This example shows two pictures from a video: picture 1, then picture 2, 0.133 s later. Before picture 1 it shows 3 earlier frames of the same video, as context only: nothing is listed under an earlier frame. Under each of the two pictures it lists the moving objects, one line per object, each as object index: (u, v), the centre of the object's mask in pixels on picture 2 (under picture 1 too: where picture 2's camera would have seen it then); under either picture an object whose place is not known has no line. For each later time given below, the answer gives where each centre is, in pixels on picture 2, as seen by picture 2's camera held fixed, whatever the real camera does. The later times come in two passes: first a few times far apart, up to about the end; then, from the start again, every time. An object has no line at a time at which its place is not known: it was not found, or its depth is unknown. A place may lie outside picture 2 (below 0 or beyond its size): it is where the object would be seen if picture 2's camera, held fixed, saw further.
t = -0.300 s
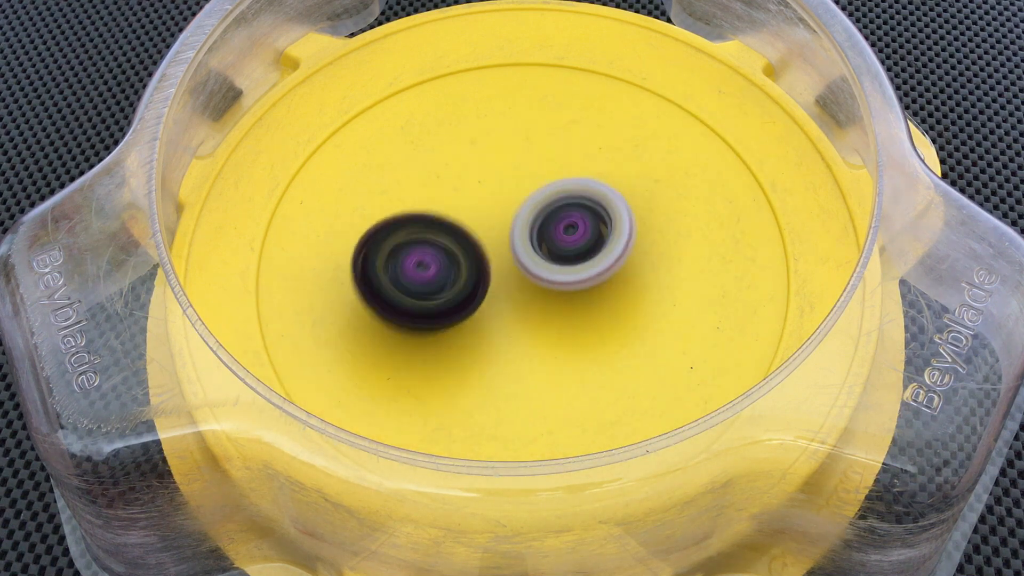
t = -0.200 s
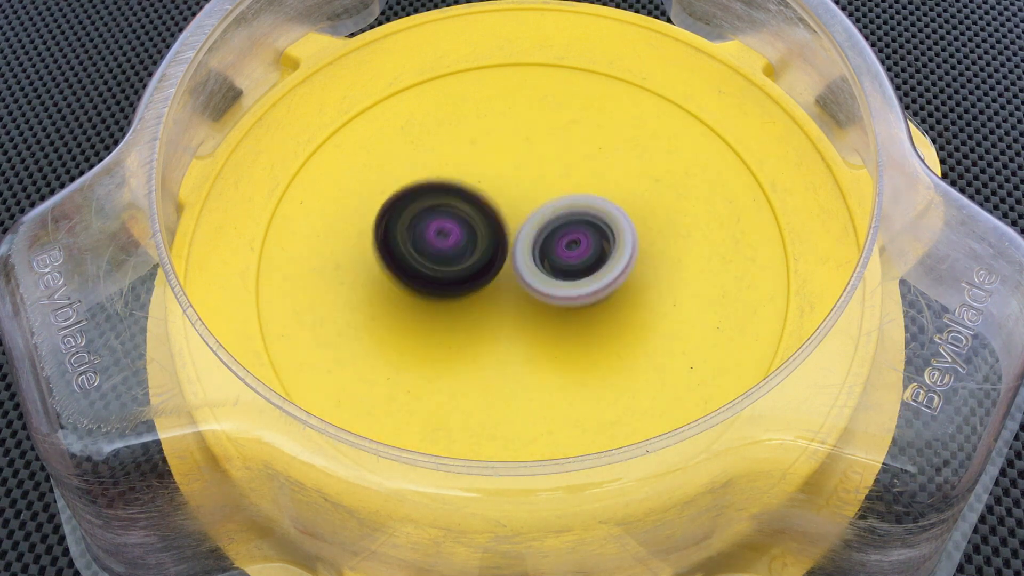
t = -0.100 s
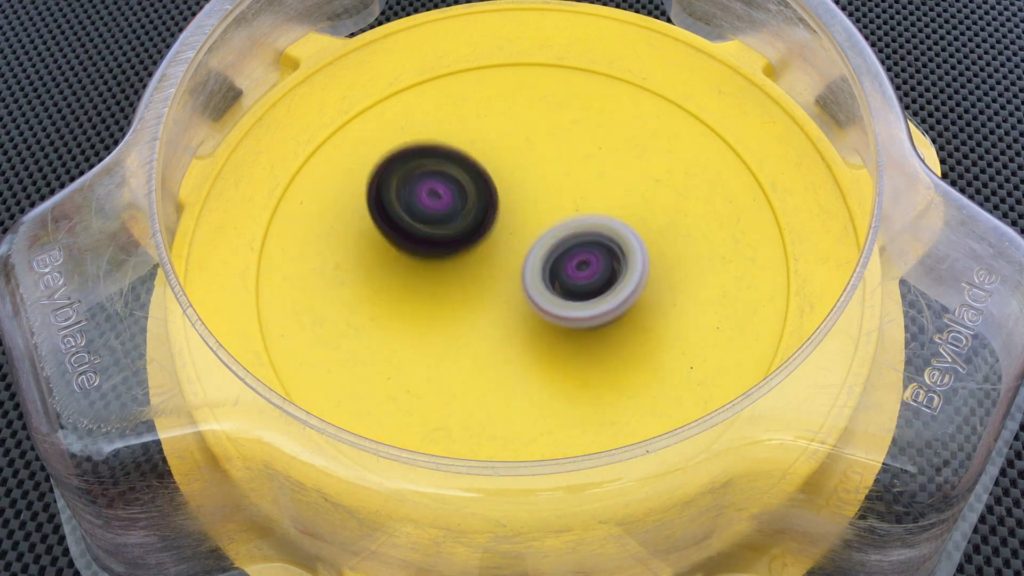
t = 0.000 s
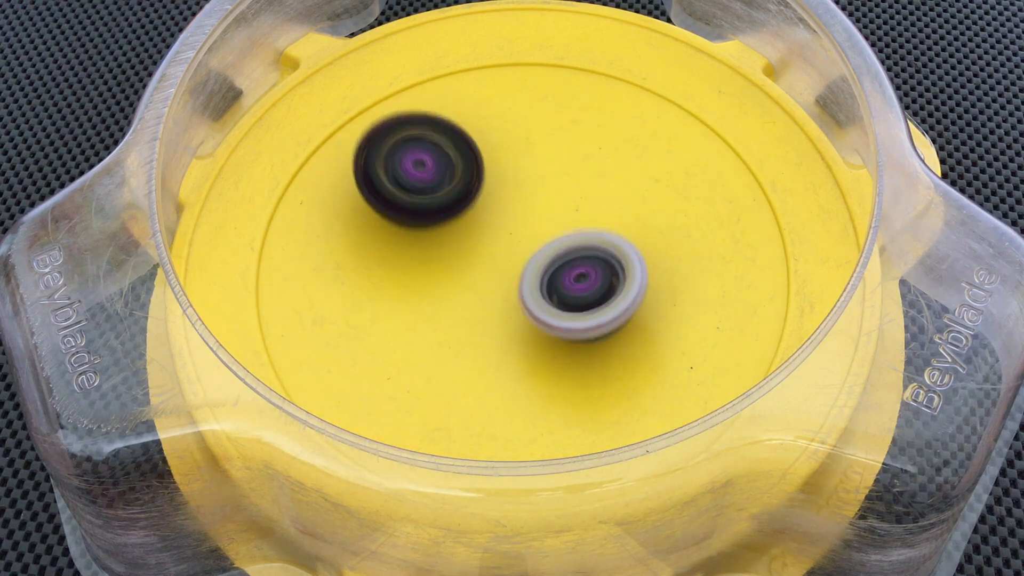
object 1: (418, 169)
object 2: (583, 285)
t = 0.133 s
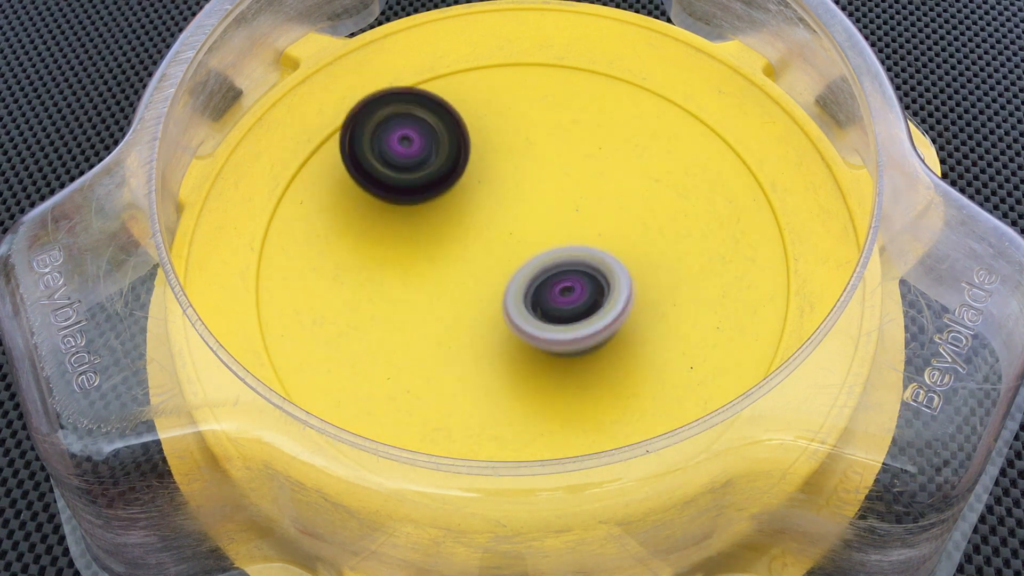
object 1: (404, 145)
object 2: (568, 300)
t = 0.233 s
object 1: (413, 154)
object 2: (552, 305)
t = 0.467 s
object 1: (502, 184)
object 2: (506, 299)
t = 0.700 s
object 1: (594, 180)
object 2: (467, 281)
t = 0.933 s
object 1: (649, 184)
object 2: (459, 247)
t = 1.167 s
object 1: (615, 234)
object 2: (484, 216)
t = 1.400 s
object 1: (631, 314)
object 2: (499, 189)
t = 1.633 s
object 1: (593, 364)
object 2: (533, 197)
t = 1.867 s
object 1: (512, 358)
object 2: (551, 232)
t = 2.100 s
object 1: (419, 331)
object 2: (559, 262)
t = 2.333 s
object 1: (375, 276)
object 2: (542, 286)
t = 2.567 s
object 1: (408, 214)
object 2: (510, 292)
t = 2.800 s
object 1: (476, 171)
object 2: (500, 290)
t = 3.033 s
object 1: (560, 172)
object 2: (496, 268)
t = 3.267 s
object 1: (615, 224)
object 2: (489, 263)
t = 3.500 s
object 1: (603, 295)
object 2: (483, 246)
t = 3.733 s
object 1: (525, 329)
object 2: (483, 223)
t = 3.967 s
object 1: (447, 302)
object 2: (505, 204)
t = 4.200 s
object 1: (435, 244)
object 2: (559, 194)
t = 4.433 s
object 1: (457, 197)
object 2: (615, 229)
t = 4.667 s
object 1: (515, 197)
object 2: (599, 291)
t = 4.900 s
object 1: (572, 216)
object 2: (506, 340)
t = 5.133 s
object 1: (595, 246)
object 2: (428, 303)
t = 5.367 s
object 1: (570, 281)
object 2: (444, 233)
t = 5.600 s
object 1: (520, 298)
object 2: (534, 181)
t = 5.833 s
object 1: (474, 289)
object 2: (609, 202)
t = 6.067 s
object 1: (468, 252)
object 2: (607, 268)
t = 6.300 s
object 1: (478, 188)
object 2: (516, 350)
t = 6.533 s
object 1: (485, 169)
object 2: (416, 337)
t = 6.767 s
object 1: (506, 175)
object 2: (397, 266)
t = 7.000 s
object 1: (577, 206)
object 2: (453, 225)
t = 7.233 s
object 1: (605, 213)
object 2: (489, 197)
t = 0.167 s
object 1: (405, 146)
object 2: (565, 301)
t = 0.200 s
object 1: (408, 149)
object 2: (560, 303)
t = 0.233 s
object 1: (413, 154)
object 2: (552, 305)
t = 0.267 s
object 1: (423, 160)
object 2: (547, 305)
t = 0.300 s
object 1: (435, 166)
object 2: (541, 304)
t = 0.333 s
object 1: (446, 171)
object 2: (533, 304)
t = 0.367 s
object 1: (460, 176)
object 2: (528, 303)
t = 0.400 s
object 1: (473, 181)
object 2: (521, 300)
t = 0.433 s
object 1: (487, 184)
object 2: (513, 298)
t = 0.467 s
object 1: (502, 184)
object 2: (506, 299)
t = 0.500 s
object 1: (516, 184)
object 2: (500, 298)
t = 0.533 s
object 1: (531, 183)
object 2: (492, 296)
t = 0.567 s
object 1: (544, 182)
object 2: (487, 295)
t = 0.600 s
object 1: (557, 182)
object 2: (482, 291)
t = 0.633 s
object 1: (570, 181)
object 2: (475, 289)
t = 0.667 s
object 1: (582, 180)
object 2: (471, 286)
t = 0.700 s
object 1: (594, 180)
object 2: (467, 281)
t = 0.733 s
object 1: (606, 180)
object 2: (463, 277)
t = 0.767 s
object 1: (616, 179)
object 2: (461, 272)
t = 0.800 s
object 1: (626, 180)
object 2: (459, 267)
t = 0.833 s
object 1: (635, 180)
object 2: (458, 262)
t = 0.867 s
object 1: (642, 180)
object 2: (458, 257)
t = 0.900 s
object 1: (647, 182)
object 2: (459, 252)
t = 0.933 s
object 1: (649, 184)
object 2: (459, 247)
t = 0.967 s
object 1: (648, 187)
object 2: (461, 242)
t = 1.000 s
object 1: (645, 192)
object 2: (464, 237)
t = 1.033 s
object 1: (641, 198)
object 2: (466, 233)
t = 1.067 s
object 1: (635, 206)
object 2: (470, 228)
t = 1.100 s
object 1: (629, 215)
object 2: (475, 223)
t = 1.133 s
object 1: (622, 224)
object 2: (478, 220)
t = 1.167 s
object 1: (615, 234)
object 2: (484, 216)
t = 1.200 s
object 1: (616, 249)
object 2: (482, 209)
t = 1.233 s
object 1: (621, 262)
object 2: (480, 202)
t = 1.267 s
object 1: (624, 272)
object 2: (485, 197)
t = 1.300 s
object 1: (627, 283)
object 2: (487, 195)
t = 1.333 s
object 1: (630, 293)
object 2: (491, 192)
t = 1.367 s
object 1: (631, 303)
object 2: (496, 189)
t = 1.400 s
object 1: (631, 314)
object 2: (499, 189)
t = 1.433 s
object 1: (630, 323)
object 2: (504, 188)
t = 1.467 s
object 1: (627, 332)
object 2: (509, 188)
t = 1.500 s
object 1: (623, 341)
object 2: (513, 189)
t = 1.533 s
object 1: (618, 348)
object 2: (519, 189)
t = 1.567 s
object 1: (610, 355)
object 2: (523, 191)
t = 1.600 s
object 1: (603, 360)
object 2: (528, 195)
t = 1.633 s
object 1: (593, 364)
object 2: (533, 197)
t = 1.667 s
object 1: (582, 368)
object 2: (536, 201)
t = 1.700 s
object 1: (572, 369)
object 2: (540, 205)
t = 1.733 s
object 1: (559, 369)
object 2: (544, 210)
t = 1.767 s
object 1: (548, 368)
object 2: (545, 215)
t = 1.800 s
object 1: (536, 365)
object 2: (548, 219)
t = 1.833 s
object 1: (523, 362)
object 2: (550, 225)
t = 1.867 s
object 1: (512, 358)
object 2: (551, 232)
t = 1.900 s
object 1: (501, 352)
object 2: (551, 237)
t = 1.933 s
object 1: (490, 347)
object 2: (551, 242)
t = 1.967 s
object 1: (474, 342)
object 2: (555, 246)
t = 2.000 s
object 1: (456, 341)
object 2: (559, 249)
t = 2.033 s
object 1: (444, 339)
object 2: (560, 254)
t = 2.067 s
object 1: (431, 336)
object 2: (560, 257)
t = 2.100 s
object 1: (419, 331)
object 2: (559, 262)
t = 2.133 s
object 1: (408, 326)
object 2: (559, 266)
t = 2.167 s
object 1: (399, 319)
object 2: (557, 270)
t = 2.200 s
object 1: (390, 312)
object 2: (555, 274)
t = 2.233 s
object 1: (384, 304)
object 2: (552, 277)
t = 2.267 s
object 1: (379, 296)
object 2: (549, 281)
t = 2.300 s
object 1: (376, 286)
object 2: (547, 284)
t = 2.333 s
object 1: (375, 276)
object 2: (542, 286)
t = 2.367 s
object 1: (375, 267)
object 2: (538, 289)
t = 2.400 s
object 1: (377, 258)
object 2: (533, 290)
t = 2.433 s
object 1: (380, 249)
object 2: (528, 292)
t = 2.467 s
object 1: (386, 240)
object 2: (524, 292)
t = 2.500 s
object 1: (392, 231)
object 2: (519, 292)
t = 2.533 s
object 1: (400, 223)
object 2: (515, 292)
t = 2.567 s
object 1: (408, 214)
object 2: (510, 292)
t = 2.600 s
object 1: (416, 205)
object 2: (507, 294)
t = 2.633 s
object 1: (425, 198)
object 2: (505, 295)
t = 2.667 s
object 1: (433, 191)
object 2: (504, 295)
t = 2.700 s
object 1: (443, 185)
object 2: (502, 294)
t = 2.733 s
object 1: (453, 179)
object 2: (501, 294)
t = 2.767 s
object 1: (465, 175)
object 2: (500, 292)
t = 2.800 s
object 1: (476, 171)
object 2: (500, 290)
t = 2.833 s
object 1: (488, 168)
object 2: (499, 287)
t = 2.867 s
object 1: (500, 166)
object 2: (499, 284)
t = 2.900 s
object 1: (512, 165)
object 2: (499, 281)
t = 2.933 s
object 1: (525, 166)
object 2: (499, 278)
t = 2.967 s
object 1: (537, 167)
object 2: (500, 274)
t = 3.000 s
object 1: (549, 169)
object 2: (499, 271)
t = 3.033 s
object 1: (560, 172)
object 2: (496, 268)
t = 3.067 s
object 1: (571, 177)
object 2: (494, 268)
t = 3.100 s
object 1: (580, 183)
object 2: (491, 267)
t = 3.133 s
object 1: (589, 190)
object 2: (491, 267)
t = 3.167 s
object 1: (597, 198)
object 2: (489, 266)
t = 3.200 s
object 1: (604, 206)
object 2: (489, 265)
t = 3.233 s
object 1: (610, 214)
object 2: (488, 263)
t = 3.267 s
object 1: (615, 224)
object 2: (489, 263)
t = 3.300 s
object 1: (619, 234)
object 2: (489, 261)
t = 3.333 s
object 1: (621, 245)
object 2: (490, 261)
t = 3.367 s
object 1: (621, 255)
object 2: (491, 258)
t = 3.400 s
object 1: (619, 266)
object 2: (488, 254)
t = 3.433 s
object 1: (616, 276)
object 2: (486, 251)
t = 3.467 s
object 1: (610, 286)
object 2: (485, 249)
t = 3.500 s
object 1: (603, 295)
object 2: (483, 246)
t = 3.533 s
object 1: (595, 303)
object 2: (481, 243)
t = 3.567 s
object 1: (586, 310)
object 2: (481, 240)
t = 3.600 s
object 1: (575, 316)
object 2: (480, 237)
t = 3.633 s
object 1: (563, 322)
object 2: (481, 235)
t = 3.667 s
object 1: (551, 325)
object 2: (481, 231)
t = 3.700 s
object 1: (538, 328)
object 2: (482, 228)
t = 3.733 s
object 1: (525, 329)
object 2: (483, 223)
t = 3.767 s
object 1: (512, 330)
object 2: (486, 221)
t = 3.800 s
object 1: (499, 328)
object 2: (485, 218)
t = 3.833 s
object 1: (488, 325)
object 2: (488, 214)
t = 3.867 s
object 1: (476, 321)
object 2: (490, 211)
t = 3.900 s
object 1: (465, 316)
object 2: (494, 208)
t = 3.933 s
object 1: (455, 309)
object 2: (498, 206)
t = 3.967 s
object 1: (447, 302)
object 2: (505, 204)
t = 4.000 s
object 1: (441, 295)
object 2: (511, 204)
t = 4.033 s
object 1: (434, 287)
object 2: (521, 202)
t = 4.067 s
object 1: (430, 278)
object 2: (530, 197)
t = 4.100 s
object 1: (429, 269)
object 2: (538, 195)
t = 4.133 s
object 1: (430, 261)
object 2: (547, 194)
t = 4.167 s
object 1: (431, 252)
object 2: (553, 194)
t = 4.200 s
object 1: (435, 244)
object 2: (559, 194)
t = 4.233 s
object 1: (441, 236)
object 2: (564, 196)
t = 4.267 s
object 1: (446, 230)
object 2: (569, 197)
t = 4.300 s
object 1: (439, 219)
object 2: (582, 200)
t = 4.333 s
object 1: (439, 213)
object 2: (593, 206)
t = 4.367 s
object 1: (443, 205)
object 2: (603, 214)
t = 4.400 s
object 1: (451, 200)
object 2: (607, 222)
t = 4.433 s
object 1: (457, 197)
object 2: (615, 229)
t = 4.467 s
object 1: (464, 194)
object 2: (616, 239)
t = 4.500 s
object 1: (472, 191)
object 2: (619, 248)
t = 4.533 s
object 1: (482, 190)
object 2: (617, 258)
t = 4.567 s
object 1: (490, 191)
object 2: (617, 265)
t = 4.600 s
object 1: (498, 192)
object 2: (612, 274)
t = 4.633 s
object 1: (506, 194)
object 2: (607, 281)
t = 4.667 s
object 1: (515, 197)
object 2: (599, 291)
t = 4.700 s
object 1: (522, 202)
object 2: (590, 298)
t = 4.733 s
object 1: (529, 204)
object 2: (580, 307)
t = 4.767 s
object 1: (539, 204)
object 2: (565, 317)
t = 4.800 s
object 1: (548, 211)
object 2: (552, 323)
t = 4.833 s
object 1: (557, 211)
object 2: (537, 333)
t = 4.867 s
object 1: (566, 213)
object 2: (521, 339)
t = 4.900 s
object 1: (572, 216)
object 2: (506, 340)
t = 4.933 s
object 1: (576, 218)
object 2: (492, 339)
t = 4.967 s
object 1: (582, 220)
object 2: (477, 337)
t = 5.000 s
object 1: (588, 225)
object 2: (463, 333)
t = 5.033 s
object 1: (591, 230)
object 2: (454, 329)
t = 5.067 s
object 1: (593, 234)
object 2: (445, 322)
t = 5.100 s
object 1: (596, 240)
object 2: (435, 313)
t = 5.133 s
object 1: (595, 246)
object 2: (428, 303)
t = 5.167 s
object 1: (595, 252)
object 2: (423, 294)
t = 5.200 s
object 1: (593, 257)
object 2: (422, 285)
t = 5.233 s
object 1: (590, 262)
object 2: (422, 276)
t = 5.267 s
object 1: (586, 268)
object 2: (424, 263)
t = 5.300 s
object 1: (582, 273)
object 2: (429, 253)
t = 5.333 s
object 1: (577, 277)
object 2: (435, 242)
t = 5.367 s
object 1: (570, 281)
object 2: (444, 233)
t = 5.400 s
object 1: (563, 284)
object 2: (453, 223)
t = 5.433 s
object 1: (556, 286)
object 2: (464, 213)
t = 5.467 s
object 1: (548, 288)
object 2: (475, 202)
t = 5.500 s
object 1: (540, 289)
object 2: (488, 194)
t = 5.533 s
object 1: (530, 295)
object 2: (502, 187)
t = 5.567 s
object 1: (523, 297)
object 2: (519, 184)
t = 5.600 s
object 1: (520, 298)
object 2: (534, 181)
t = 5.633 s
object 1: (515, 300)
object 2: (549, 181)
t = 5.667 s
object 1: (505, 300)
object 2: (562, 180)
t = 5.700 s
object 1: (497, 300)
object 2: (572, 184)
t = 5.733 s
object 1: (492, 298)
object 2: (584, 186)
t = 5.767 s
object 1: (488, 296)
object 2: (594, 190)
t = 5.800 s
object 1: (481, 293)
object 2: (601, 195)
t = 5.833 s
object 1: (474, 289)
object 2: (609, 202)
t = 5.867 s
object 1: (472, 284)
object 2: (617, 210)
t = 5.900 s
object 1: (469, 281)
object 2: (620, 216)
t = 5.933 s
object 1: (466, 275)
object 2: (621, 227)
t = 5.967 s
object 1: (465, 269)
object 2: (622, 238)
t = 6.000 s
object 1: (465, 263)
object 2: (620, 246)
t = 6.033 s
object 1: (466, 257)
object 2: (615, 256)
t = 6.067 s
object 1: (468, 252)
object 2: (607, 268)
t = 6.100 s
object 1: (470, 247)
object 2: (599, 278)
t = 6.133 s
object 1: (469, 237)
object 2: (590, 289)
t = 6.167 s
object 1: (472, 229)
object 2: (578, 301)
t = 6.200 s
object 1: (476, 226)
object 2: (565, 309)
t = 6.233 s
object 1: (475, 216)
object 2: (550, 321)
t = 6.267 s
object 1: (477, 203)
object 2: (534, 338)
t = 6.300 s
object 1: (478, 188)
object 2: (516, 350)
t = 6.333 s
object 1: (480, 180)
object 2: (497, 355)
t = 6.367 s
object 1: (481, 170)
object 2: (480, 358)
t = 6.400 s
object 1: (487, 166)
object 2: (464, 359)
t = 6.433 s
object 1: (491, 165)
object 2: (448, 356)
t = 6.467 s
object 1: (492, 168)
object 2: (436, 351)
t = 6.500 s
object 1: (487, 169)
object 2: (426, 345)
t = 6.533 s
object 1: (485, 169)
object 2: (416, 337)
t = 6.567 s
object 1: (482, 169)
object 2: (411, 328)
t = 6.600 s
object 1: (480, 170)
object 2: (405, 316)
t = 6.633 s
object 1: (480, 171)
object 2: (406, 306)
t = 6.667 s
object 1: (480, 174)
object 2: (406, 293)
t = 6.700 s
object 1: (479, 179)
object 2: (411, 280)
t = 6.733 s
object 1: (485, 178)
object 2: (406, 268)
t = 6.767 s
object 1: (506, 175)
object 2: (397, 266)
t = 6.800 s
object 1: (524, 184)
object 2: (392, 257)
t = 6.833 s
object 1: (537, 195)
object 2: (397, 248)
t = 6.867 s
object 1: (545, 203)
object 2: (406, 246)
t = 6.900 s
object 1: (552, 207)
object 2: (418, 240)
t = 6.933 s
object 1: (557, 208)
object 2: (428, 231)
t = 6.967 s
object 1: (565, 208)
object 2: (441, 227)
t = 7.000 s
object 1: (577, 206)
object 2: (453, 225)
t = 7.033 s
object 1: (593, 202)
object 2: (462, 217)
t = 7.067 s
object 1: (599, 196)
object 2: (475, 212)
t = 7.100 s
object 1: (603, 196)
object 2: (481, 207)
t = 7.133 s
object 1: (606, 201)
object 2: (484, 199)
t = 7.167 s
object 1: (607, 208)
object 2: (486, 194)
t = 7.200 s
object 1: (606, 211)
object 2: (489, 194)
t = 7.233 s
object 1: (605, 213)
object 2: (489, 197)
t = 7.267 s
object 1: (605, 216)
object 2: (486, 204)
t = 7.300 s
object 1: (606, 219)
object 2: (483, 209)
